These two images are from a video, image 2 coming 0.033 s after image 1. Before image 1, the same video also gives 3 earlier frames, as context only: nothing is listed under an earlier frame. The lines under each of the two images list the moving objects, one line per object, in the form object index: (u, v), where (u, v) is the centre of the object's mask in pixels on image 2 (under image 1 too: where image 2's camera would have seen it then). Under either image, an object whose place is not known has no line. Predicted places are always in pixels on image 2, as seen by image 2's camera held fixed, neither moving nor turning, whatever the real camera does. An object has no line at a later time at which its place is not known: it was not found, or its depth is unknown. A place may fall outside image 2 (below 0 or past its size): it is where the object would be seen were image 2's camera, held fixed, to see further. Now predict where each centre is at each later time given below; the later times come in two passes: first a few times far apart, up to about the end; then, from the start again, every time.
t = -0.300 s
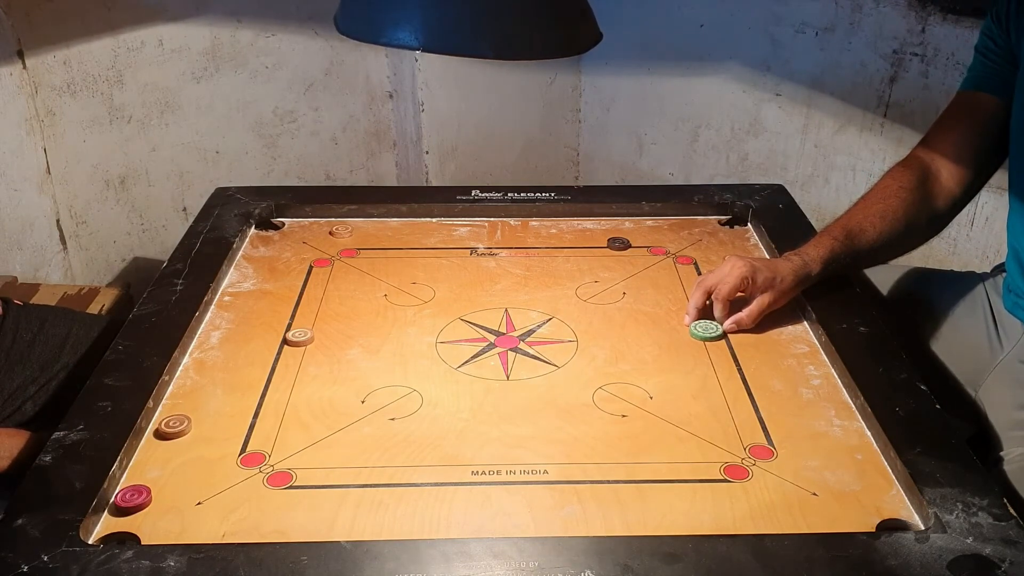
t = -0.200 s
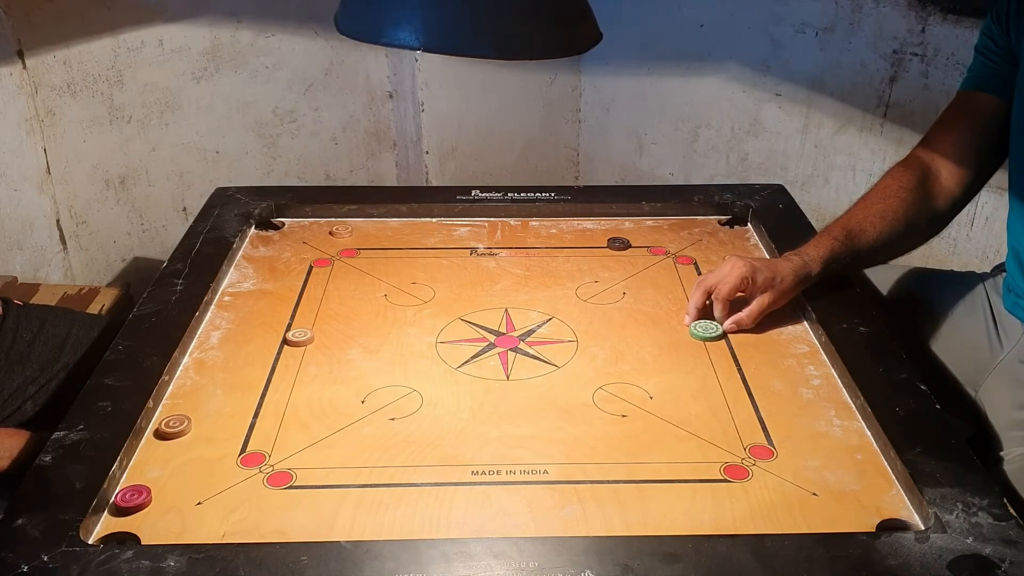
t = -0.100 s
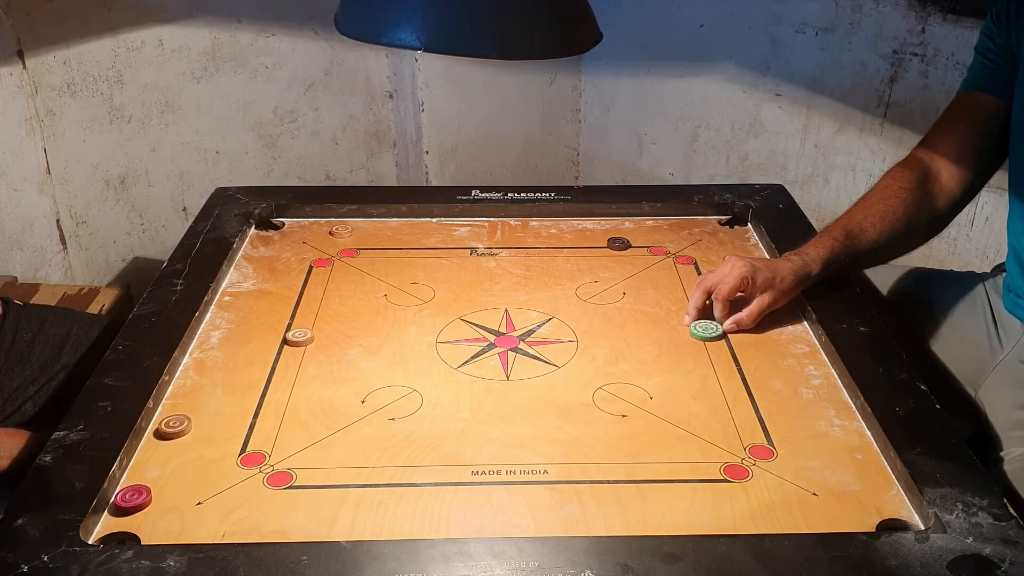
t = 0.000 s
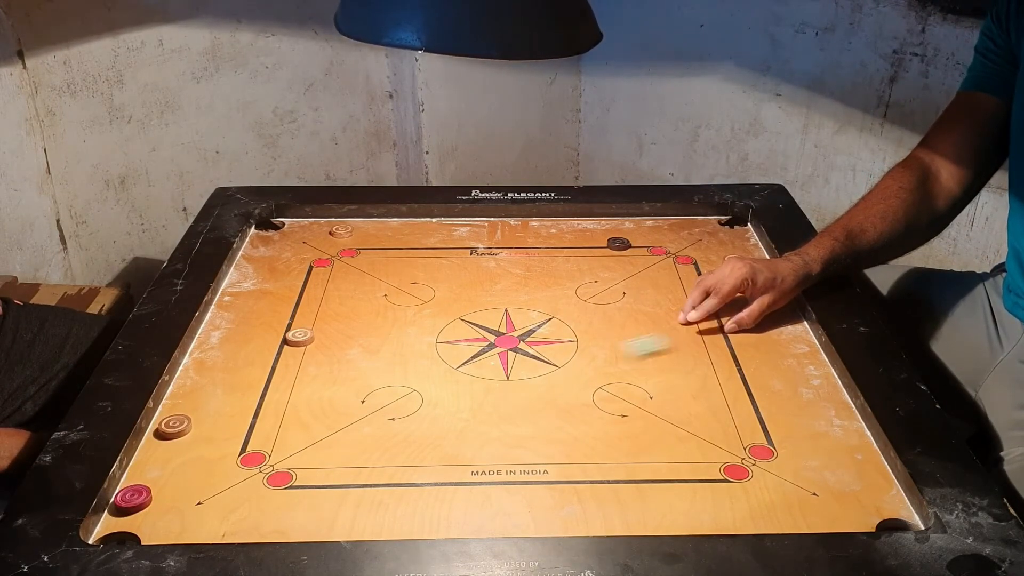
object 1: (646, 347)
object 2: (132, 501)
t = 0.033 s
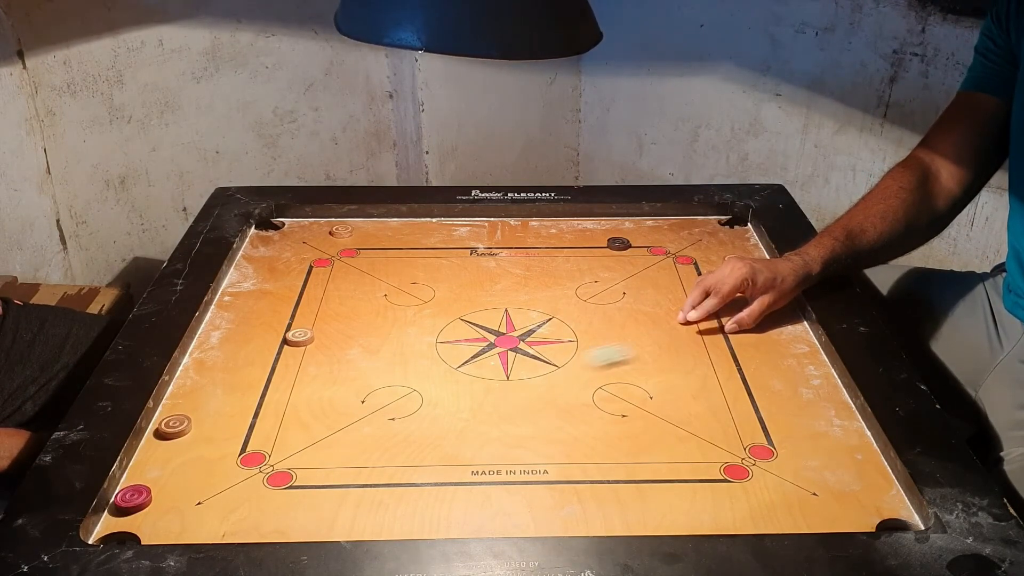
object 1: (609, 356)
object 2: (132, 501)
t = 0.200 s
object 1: (412, 409)
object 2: (132, 501)
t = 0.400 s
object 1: (166, 476)
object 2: (132, 501)
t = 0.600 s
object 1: (251, 478)
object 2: (153, 532)
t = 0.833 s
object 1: (344, 473)
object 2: (161, 527)
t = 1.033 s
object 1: (376, 471)
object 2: (161, 527)
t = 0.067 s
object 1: (571, 367)
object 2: (132, 501)
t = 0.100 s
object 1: (531, 379)
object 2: (132, 501)
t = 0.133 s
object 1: (492, 389)
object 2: (132, 501)
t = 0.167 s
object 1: (455, 398)
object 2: (132, 501)
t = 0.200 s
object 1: (412, 409)
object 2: (132, 501)
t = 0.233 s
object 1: (372, 421)
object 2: (132, 501)
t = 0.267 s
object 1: (331, 432)
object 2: (132, 501)
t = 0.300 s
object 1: (290, 443)
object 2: (132, 501)
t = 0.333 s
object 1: (245, 454)
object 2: (132, 501)
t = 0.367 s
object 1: (205, 466)
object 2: (132, 501)
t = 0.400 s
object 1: (166, 476)
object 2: (132, 501)
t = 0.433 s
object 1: (149, 481)
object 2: (125, 513)
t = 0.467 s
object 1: (171, 480)
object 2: (129, 529)
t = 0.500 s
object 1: (193, 480)
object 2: (133, 537)
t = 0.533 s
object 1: (214, 479)
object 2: (137, 539)
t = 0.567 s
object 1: (233, 478)
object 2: (146, 535)
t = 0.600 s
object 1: (251, 478)
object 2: (153, 532)
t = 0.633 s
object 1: (268, 477)
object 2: (158, 529)
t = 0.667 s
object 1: (284, 477)
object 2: (159, 528)
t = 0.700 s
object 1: (298, 476)
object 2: (160, 527)
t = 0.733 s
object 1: (311, 476)
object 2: (160, 527)
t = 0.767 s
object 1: (324, 475)
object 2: (160, 527)
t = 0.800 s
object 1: (335, 474)
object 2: (160, 527)
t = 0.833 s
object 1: (344, 473)
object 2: (161, 527)
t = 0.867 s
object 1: (353, 473)
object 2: (161, 527)
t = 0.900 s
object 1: (360, 473)
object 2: (161, 527)
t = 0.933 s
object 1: (365, 472)
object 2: (161, 527)
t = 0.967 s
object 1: (370, 472)
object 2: (160, 527)
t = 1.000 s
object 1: (374, 471)
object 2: (160, 527)
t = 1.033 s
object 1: (376, 471)
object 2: (161, 527)
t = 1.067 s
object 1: (378, 470)
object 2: (160, 527)
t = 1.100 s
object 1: (378, 470)
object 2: (161, 527)
